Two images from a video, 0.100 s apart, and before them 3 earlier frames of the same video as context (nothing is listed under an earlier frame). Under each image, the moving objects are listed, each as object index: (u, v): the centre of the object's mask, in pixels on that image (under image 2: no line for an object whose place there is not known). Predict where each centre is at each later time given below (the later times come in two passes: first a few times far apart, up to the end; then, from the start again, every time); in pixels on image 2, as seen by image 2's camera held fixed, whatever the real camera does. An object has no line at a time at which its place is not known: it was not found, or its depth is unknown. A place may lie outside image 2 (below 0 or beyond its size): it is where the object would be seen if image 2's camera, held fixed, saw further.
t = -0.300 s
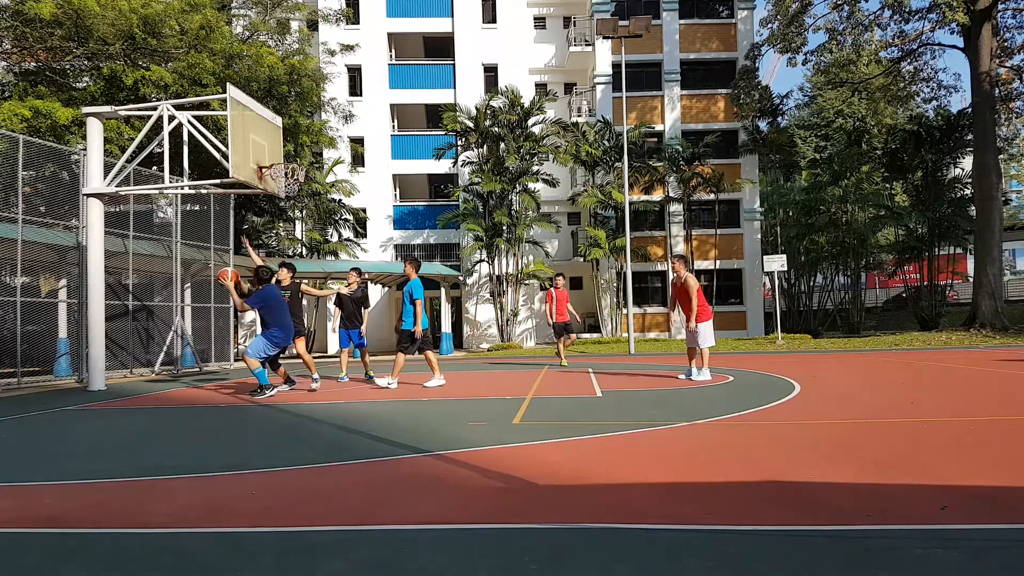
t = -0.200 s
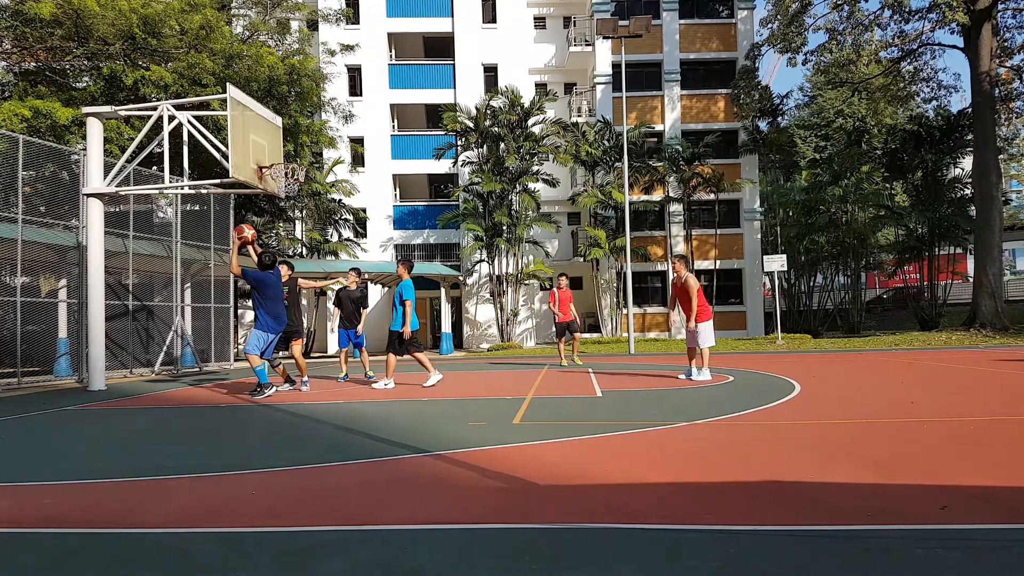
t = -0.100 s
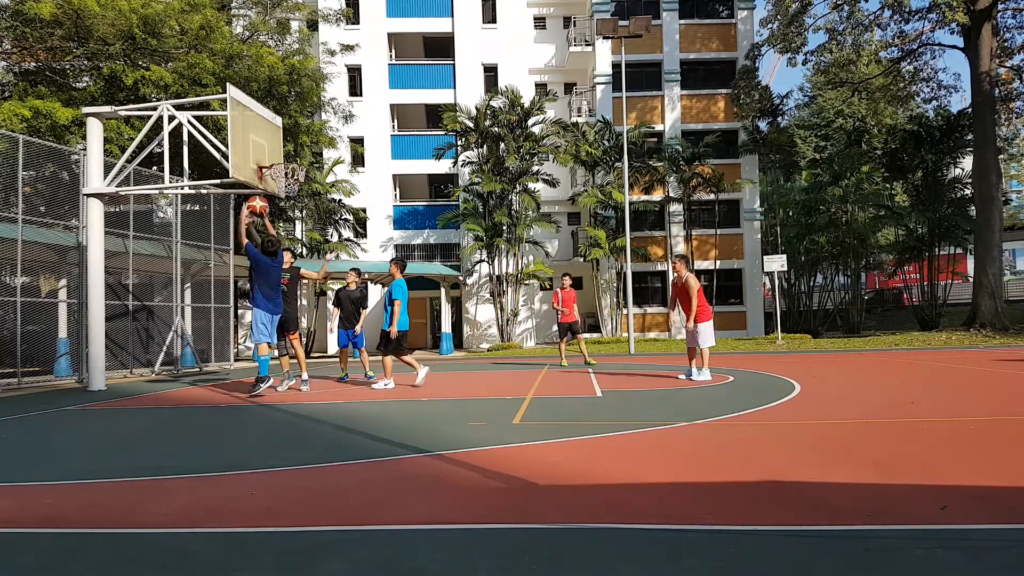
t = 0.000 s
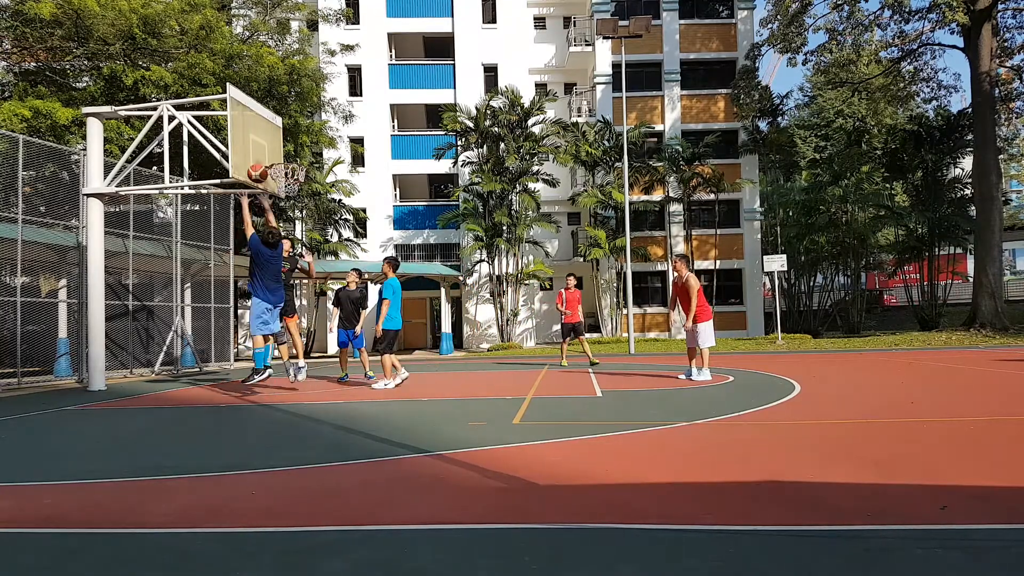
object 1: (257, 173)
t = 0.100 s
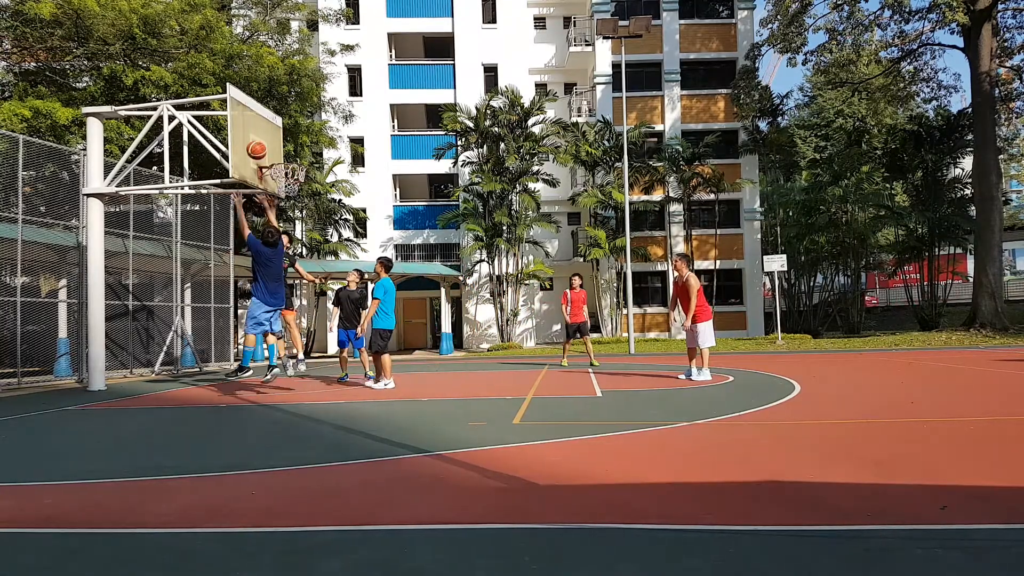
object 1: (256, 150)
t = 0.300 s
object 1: (255, 129)
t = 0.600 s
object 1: (285, 157)
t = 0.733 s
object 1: (297, 181)
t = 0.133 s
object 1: (256, 144)
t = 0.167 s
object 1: (256, 139)
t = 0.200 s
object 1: (256, 135)
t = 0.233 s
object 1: (256, 132)
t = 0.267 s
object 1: (255, 130)
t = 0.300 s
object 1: (255, 129)
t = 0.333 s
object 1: (255, 128)
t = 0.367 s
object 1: (258, 130)
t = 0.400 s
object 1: (262, 132)
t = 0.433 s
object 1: (266, 134)
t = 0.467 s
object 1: (270, 138)
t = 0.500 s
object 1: (274, 142)
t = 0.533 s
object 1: (278, 147)
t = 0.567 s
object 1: (282, 152)
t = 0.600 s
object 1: (285, 157)
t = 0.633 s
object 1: (291, 164)
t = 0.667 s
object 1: (292, 170)
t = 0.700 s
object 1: (293, 174)
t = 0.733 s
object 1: (297, 181)
